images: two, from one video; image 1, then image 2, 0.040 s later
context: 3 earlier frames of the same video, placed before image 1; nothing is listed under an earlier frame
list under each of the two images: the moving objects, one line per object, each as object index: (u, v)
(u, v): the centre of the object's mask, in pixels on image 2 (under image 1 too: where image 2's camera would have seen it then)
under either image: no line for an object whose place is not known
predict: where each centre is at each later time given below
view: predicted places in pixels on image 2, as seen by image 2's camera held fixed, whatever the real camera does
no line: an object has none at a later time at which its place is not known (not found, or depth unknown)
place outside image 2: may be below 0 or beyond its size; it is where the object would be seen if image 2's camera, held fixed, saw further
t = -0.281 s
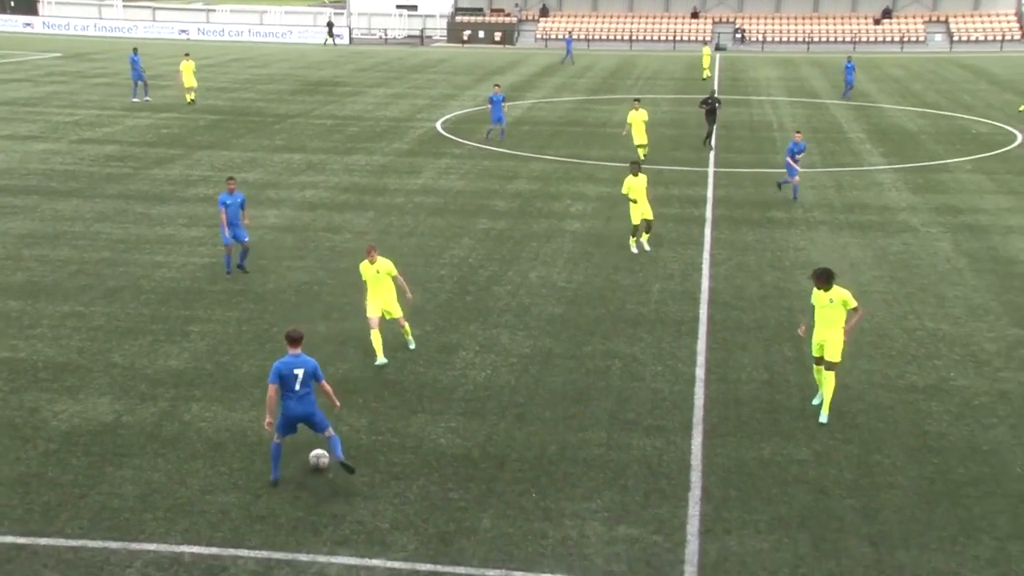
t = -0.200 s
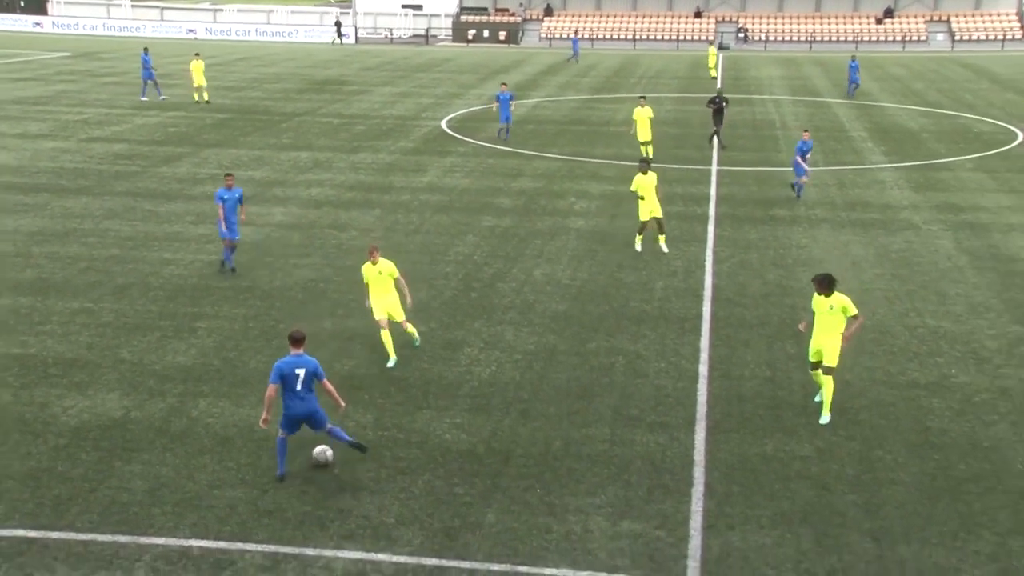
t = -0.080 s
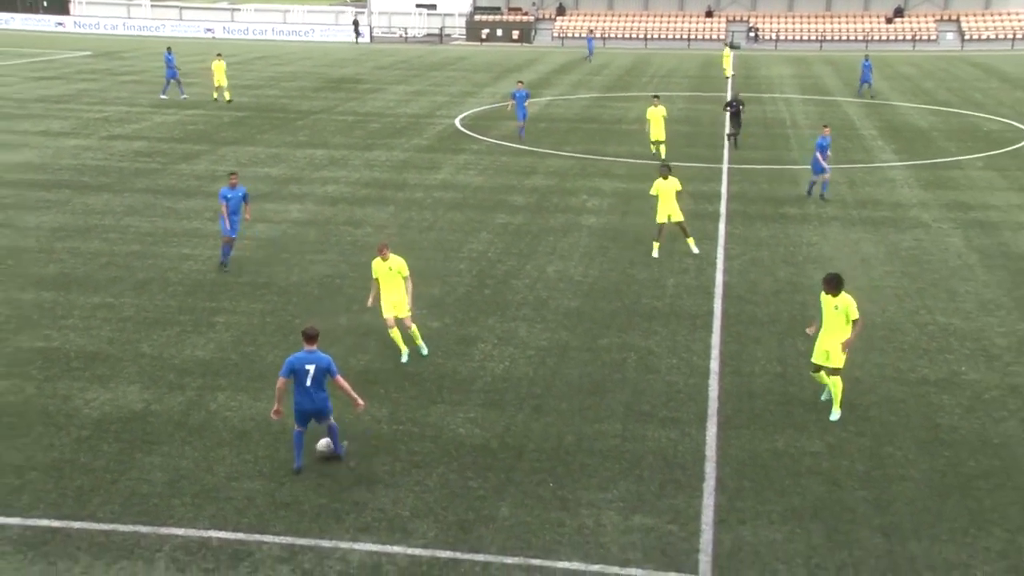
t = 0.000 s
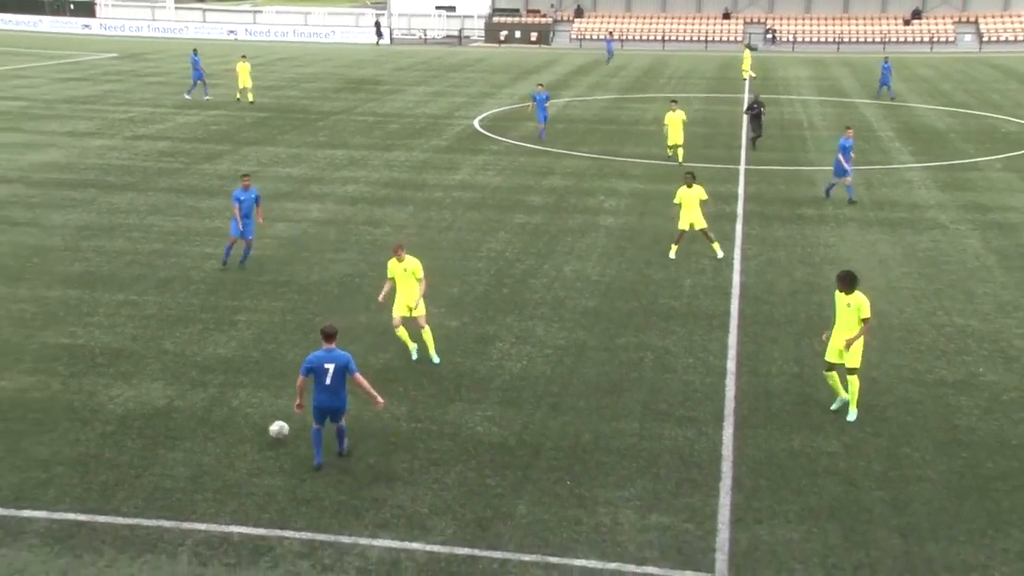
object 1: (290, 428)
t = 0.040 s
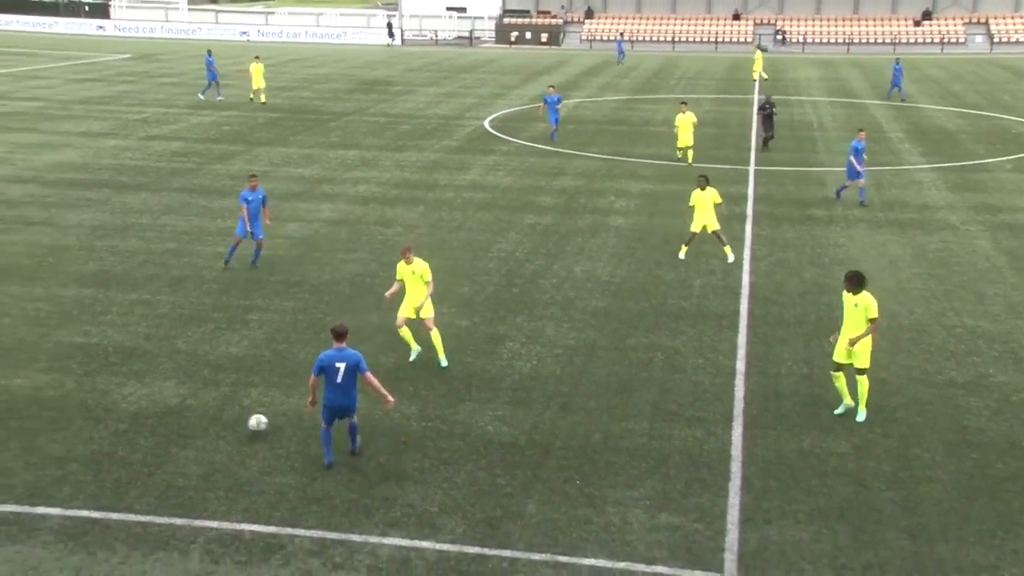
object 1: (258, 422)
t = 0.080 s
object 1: (226, 419)
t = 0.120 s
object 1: (195, 417)
